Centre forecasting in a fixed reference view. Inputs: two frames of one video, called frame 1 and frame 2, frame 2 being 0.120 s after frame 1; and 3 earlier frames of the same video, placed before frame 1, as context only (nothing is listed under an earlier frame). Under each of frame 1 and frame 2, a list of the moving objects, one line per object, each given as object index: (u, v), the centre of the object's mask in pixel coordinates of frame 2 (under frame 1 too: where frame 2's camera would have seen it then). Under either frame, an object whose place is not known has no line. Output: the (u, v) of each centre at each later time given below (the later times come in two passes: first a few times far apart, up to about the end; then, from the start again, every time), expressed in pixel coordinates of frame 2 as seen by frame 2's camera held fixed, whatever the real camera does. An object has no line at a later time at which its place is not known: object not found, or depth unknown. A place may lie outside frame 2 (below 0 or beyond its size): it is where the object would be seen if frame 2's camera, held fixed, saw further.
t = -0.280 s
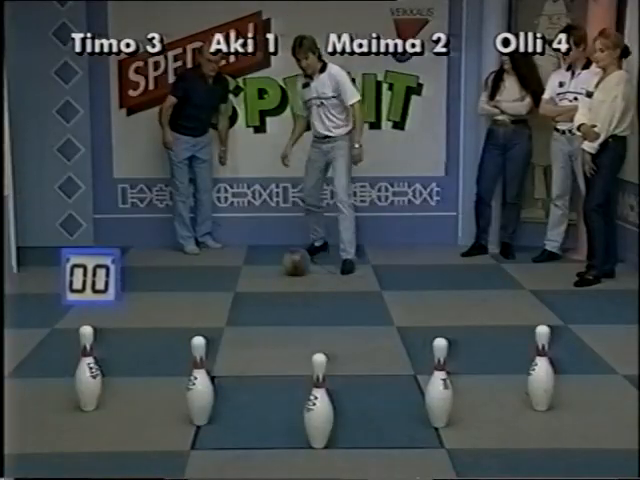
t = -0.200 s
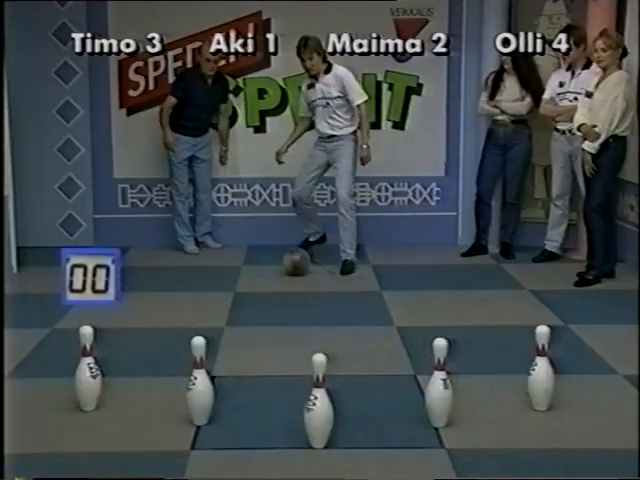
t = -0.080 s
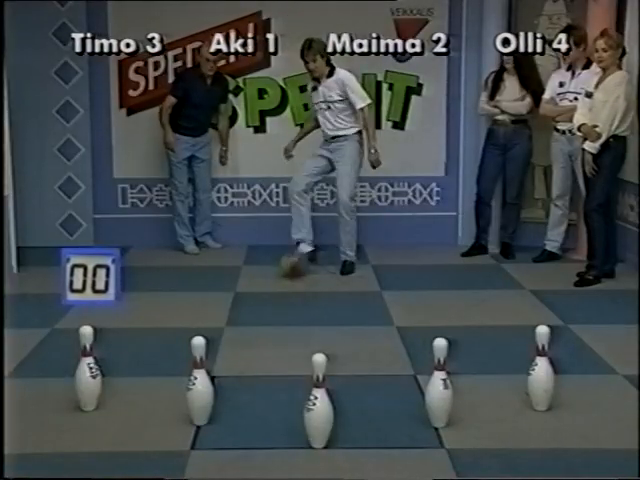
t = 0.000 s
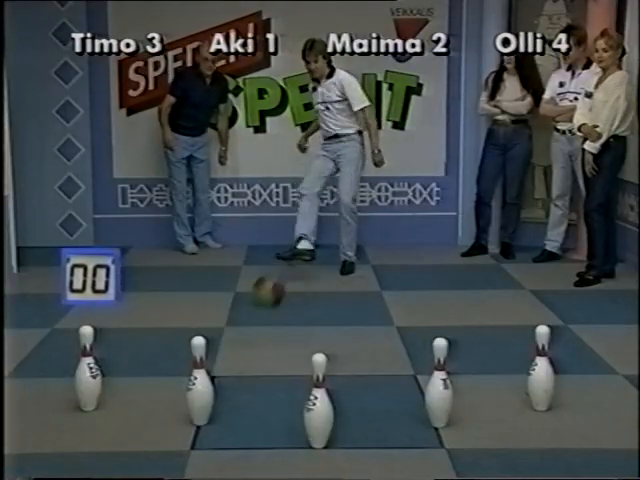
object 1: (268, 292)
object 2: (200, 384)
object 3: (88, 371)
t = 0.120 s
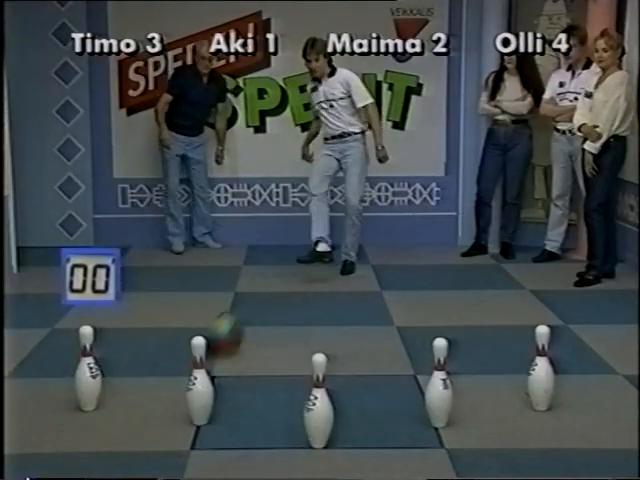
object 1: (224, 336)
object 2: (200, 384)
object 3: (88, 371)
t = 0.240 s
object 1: (171, 390)
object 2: (199, 384)
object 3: (88, 372)
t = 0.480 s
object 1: (138, 392)
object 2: (210, 388)
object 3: (83, 370)
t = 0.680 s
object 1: (238, 347)
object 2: (228, 404)
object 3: (73, 370)
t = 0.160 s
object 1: (216, 349)
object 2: (200, 384)
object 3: (88, 371)
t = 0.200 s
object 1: (181, 370)
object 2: (200, 383)
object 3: (88, 371)
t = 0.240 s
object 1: (171, 390)
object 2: (199, 384)
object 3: (88, 372)
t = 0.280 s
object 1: (161, 399)
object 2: (201, 384)
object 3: (88, 372)
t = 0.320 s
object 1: (140, 398)
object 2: (203, 385)
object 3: (88, 371)
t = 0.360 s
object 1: (122, 397)
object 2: (205, 386)
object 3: (88, 371)
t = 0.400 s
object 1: (112, 395)
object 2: (206, 387)
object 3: (85, 366)
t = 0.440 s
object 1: (123, 395)
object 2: (208, 387)
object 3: (85, 370)
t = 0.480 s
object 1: (138, 392)
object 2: (210, 388)
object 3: (83, 370)
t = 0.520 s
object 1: (156, 389)
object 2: (212, 390)
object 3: (81, 369)
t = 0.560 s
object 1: (173, 383)
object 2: (215, 391)
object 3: (80, 369)
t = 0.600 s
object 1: (196, 370)
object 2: (217, 394)
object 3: (78, 369)
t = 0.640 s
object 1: (218, 360)
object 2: (222, 398)
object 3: (76, 369)
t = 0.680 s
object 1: (238, 347)
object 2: (228, 404)
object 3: (73, 370)
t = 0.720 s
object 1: (256, 336)
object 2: (234, 414)
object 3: (70, 372)
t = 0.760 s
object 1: (273, 324)
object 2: (238, 424)
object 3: (66, 373)
